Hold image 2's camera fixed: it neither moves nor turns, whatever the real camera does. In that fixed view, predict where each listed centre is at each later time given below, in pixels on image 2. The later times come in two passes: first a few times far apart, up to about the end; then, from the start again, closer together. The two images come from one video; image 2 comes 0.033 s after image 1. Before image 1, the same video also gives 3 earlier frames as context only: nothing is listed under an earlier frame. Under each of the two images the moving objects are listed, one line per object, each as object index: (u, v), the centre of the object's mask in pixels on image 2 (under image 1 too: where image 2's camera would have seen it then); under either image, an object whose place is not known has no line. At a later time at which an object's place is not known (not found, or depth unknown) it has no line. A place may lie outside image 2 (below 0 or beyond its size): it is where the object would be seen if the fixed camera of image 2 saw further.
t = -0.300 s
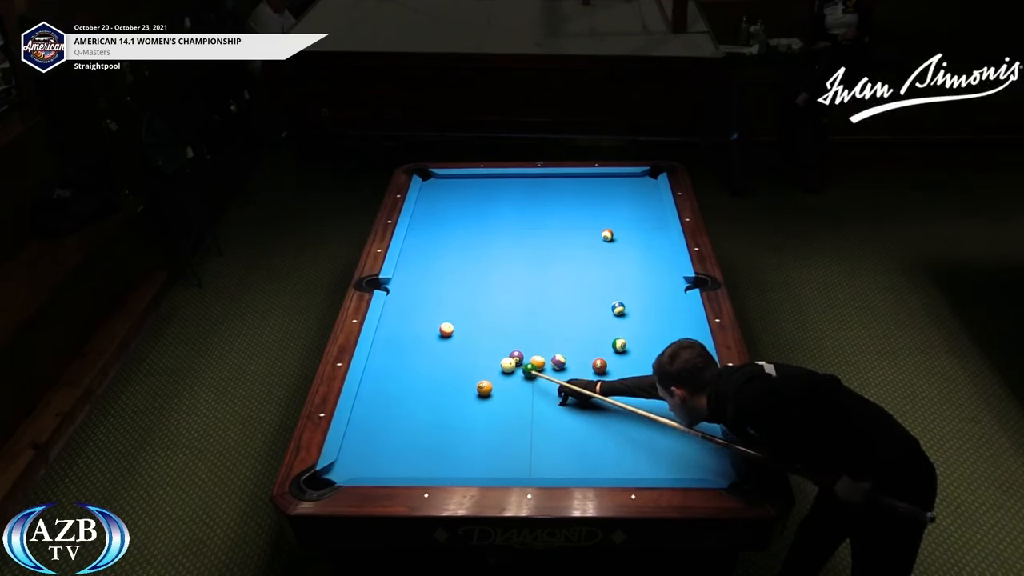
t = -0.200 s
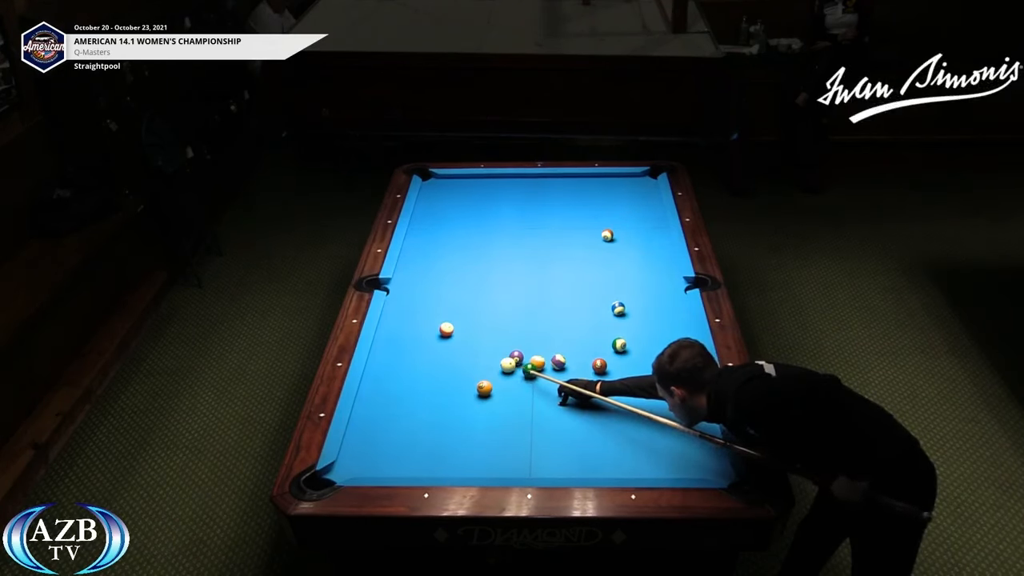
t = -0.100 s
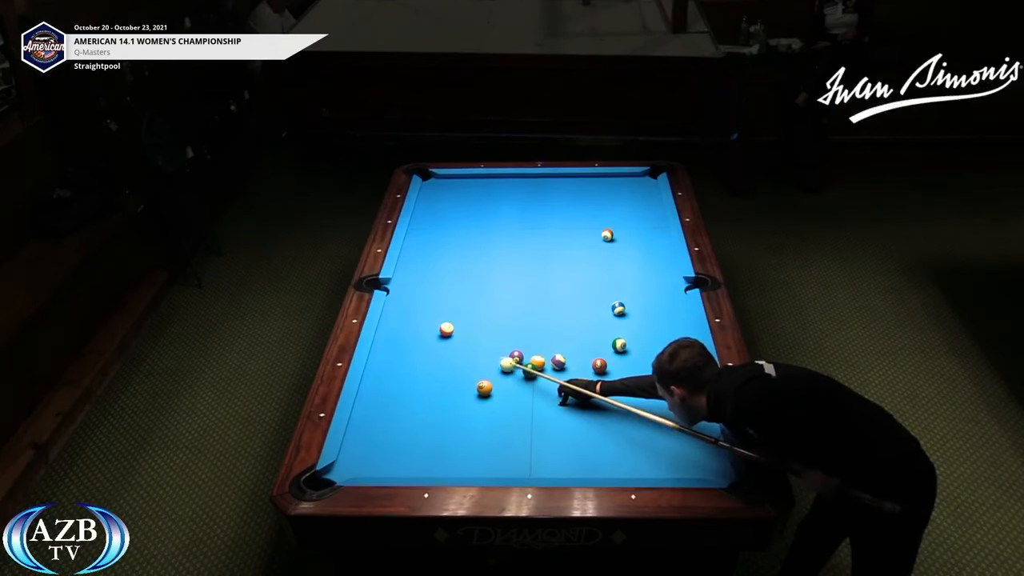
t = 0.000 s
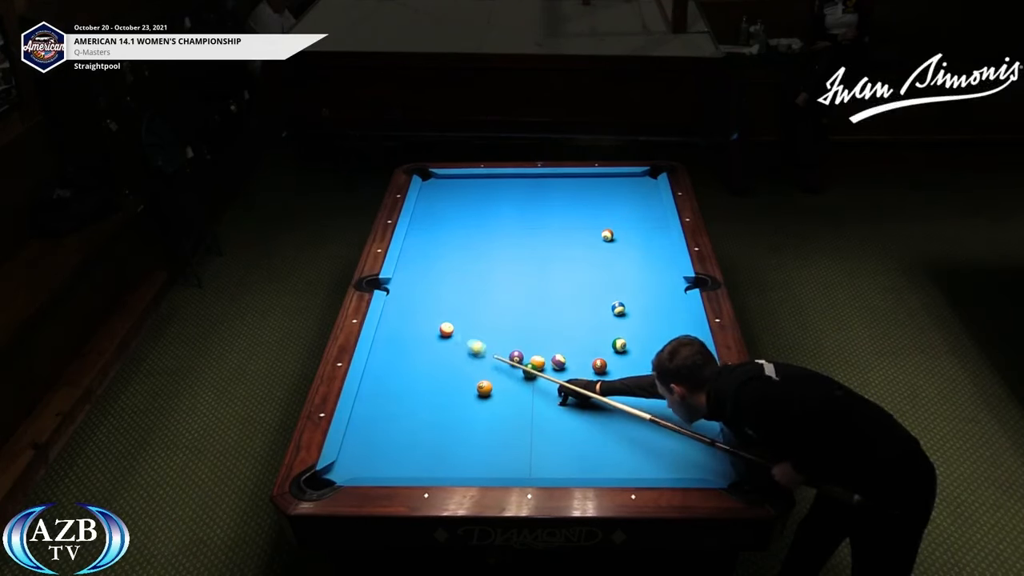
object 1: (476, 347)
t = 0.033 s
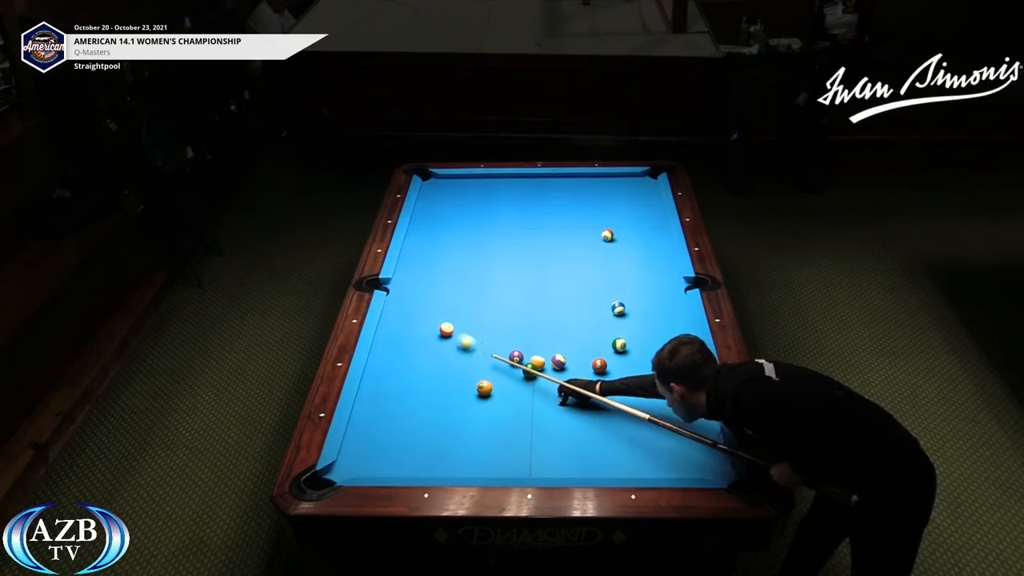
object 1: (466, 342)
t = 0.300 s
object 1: (436, 334)
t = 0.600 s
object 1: (406, 327)
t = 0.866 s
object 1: (387, 321)
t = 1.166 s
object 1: (404, 317)
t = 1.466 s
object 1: (420, 314)
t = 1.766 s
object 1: (433, 311)
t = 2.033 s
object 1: (444, 308)
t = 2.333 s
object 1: (454, 306)
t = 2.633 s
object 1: (463, 304)
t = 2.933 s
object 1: (469, 302)
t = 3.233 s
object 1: (475, 301)
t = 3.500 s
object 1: (479, 301)
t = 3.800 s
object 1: (481, 300)
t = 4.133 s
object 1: (483, 300)
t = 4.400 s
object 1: (482, 300)
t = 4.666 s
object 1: (482, 300)
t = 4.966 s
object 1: (482, 300)
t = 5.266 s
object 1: (482, 300)
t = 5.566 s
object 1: (482, 300)
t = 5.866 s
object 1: (482, 300)
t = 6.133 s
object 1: (482, 300)
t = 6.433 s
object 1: (482, 300)
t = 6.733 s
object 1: (482, 300)
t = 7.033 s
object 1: (482, 300)
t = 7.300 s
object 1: (482, 300)
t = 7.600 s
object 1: (482, 300)
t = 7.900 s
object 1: (482, 300)
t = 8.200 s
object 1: (482, 300)
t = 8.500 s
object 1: (482, 300)
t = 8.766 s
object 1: (482, 300)
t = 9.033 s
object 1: (482, 300)
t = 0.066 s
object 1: (457, 337)
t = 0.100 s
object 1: (453, 336)
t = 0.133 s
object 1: (451, 336)
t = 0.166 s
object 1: (448, 336)
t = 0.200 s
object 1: (446, 336)
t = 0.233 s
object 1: (443, 335)
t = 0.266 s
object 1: (439, 335)
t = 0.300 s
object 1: (436, 334)
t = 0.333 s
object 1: (432, 333)
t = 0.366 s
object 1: (429, 332)
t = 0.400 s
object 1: (426, 332)
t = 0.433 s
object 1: (422, 331)
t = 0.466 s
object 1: (419, 330)
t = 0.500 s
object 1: (416, 329)
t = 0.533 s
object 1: (413, 328)
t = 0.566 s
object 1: (409, 328)
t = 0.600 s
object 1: (406, 327)
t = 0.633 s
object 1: (403, 326)
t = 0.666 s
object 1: (400, 325)
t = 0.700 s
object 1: (397, 325)
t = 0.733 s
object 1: (393, 324)
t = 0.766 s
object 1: (390, 323)
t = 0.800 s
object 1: (387, 322)
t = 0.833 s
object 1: (385, 322)
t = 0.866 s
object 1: (387, 321)
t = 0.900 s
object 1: (389, 321)
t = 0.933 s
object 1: (391, 321)
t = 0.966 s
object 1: (393, 320)
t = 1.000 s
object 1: (395, 319)
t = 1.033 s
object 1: (397, 319)
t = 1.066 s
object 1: (399, 318)
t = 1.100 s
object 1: (401, 318)
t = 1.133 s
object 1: (403, 318)
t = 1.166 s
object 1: (404, 317)
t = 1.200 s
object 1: (406, 317)
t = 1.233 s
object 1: (408, 317)
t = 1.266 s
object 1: (410, 316)
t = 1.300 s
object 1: (412, 316)
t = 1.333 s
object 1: (413, 315)
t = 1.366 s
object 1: (415, 315)
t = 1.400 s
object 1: (416, 315)
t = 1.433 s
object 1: (418, 314)
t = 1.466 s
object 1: (420, 314)
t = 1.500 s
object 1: (421, 314)
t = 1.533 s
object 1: (423, 313)
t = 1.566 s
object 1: (424, 313)
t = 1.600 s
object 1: (426, 312)
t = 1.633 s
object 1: (427, 312)
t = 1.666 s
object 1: (429, 312)
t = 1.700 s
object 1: (430, 311)
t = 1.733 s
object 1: (432, 311)
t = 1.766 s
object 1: (433, 311)
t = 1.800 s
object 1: (435, 310)
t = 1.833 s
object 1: (436, 310)
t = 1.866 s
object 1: (437, 310)
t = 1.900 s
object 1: (439, 309)
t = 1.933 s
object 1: (440, 309)
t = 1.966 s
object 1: (441, 309)
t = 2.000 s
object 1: (442, 308)
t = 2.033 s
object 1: (444, 308)
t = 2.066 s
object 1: (445, 308)
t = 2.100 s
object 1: (446, 308)
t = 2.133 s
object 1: (447, 307)
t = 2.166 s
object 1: (448, 307)
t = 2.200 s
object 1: (450, 307)
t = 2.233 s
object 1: (451, 307)
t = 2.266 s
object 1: (452, 306)
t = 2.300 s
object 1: (453, 306)
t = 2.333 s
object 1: (454, 306)
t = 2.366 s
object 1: (455, 306)
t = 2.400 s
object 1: (456, 305)
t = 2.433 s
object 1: (457, 305)
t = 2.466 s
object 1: (458, 305)
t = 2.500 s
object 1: (459, 305)
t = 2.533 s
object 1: (460, 305)
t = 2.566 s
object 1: (461, 304)
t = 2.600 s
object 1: (462, 304)
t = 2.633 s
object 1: (463, 304)
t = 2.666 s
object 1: (463, 304)
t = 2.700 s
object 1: (464, 303)
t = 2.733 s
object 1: (465, 303)
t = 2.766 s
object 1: (466, 303)
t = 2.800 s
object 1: (467, 303)
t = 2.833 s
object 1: (467, 303)
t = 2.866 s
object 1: (468, 303)
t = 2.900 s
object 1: (469, 303)
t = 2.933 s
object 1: (469, 302)
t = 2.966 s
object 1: (470, 302)
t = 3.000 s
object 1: (471, 302)
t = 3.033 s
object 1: (471, 302)
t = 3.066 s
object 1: (472, 302)
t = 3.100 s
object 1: (472, 302)
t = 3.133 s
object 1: (473, 302)
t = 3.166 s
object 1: (474, 302)
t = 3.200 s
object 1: (474, 301)
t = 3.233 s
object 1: (475, 301)
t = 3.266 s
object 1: (475, 301)
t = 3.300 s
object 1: (476, 301)
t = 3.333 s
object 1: (476, 301)
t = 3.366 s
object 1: (477, 301)
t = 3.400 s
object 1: (477, 301)
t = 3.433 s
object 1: (478, 301)
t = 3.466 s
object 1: (478, 301)
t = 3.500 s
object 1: (479, 301)
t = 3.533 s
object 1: (479, 301)
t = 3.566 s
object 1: (479, 300)
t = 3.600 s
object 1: (479, 301)
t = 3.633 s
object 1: (480, 300)
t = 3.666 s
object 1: (480, 300)
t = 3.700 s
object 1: (480, 300)
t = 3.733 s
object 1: (480, 300)
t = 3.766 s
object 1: (481, 300)
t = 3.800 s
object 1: (481, 300)
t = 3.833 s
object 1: (481, 300)
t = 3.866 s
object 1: (481, 300)
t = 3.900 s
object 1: (482, 300)
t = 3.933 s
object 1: (482, 300)
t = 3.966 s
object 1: (481, 300)
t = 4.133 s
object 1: (483, 300)
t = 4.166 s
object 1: (482, 300)
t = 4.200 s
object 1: (482, 300)
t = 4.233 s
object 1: (483, 300)
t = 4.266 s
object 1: (483, 300)
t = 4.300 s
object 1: (483, 300)
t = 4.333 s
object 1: (482, 300)
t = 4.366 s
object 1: (482, 300)
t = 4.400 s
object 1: (482, 300)
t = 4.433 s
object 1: (482, 300)
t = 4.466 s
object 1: (482, 300)
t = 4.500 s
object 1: (482, 300)
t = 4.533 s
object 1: (482, 300)
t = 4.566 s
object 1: (482, 300)
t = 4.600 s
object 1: (482, 300)
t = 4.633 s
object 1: (482, 300)
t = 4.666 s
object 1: (482, 300)
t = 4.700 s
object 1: (482, 300)
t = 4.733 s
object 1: (482, 300)
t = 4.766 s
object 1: (482, 300)
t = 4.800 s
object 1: (482, 300)
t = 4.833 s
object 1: (482, 300)
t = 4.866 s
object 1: (482, 300)
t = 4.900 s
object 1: (482, 300)
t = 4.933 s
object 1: (482, 300)
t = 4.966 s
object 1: (482, 300)
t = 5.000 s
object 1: (482, 300)
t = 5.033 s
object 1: (482, 300)
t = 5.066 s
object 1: (482, 300)
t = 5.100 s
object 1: (482, 300)
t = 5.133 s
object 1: (482, 300)
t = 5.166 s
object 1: (482, 300)
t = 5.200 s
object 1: (482, 300)
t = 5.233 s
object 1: (482, 300)
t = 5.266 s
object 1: (482, 300)
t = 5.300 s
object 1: (482, 300)
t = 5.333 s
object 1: (482, 300)
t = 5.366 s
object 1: (482, 300)
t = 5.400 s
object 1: (482, 300)
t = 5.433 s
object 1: (482, 300)
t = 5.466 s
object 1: (482, 300)
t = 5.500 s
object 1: (482, 300)
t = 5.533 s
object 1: (482, 300)
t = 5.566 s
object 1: (482, 300)
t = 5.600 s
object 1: (482, 300)
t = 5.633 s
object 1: (482, 300)
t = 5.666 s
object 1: (482, 300)
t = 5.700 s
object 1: (482, 300)
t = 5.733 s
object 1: (482, 300)
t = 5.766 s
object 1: (482, 300)
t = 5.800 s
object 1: (482, 300)
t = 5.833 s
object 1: (482, 300)
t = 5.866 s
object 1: (482, 300)
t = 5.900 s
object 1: (482, 300)
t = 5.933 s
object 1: (482, 300)
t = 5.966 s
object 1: (482, 300)
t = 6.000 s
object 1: (482, 300)
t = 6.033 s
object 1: (482, 300)
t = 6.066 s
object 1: (482, 300)
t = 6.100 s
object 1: (482, 300)
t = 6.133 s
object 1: (482, 300)
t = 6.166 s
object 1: (482, 300)
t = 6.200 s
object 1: (482, 300)
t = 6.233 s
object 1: (482, 300)
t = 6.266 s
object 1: (482, 300)
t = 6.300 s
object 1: (482, 300)
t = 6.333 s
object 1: (482, 300)
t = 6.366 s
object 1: (482, 300)
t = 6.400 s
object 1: (482, 300)
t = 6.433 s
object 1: (482, 300)
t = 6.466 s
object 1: (482, 300)
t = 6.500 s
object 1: (482, 300)
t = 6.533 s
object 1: (482, 300)
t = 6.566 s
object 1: (482, 300)
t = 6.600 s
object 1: (482, 300)
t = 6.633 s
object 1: (482, 300)
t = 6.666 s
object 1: (482, 300)
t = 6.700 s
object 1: (482, 300)
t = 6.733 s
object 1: (482, 300)
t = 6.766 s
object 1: (482, 300)
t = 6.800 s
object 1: (482, 300)
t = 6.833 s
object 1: (482, 300)
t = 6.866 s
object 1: (482, 300)
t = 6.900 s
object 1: (482, 300)
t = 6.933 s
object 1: (482, 300)
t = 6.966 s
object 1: (482, 300)
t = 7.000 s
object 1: (482, 300)
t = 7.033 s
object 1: (482, 300)
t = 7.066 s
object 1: (482, 300)
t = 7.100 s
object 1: (482, 300)
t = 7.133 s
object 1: (482, 300)
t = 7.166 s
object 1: (482, 300)
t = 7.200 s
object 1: (482, 300)
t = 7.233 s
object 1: (482, 300)
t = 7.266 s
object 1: (482, 300)
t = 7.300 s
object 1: (482, 300)
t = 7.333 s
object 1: (482, 300)
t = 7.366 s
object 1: (482, 300)
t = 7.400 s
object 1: (482, 300)
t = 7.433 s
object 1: (482, 300)
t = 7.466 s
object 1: (482, 300)
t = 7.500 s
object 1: (482, 300)
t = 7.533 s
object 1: (482, 300)
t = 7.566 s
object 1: (482, 300)
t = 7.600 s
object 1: (482, 300)
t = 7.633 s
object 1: (482, 300)
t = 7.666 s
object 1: (482, 300)
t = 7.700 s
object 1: (482, 300)
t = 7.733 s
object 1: (482, 300)
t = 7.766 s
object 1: (482, 300)
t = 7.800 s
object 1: (482, 300)
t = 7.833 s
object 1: (482, 300)
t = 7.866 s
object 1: (482, 300)
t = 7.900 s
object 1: (482, 300)
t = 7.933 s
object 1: (482, 300)
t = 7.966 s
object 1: (482, 300)
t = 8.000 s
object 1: (482, 300)
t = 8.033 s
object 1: (482, 300)
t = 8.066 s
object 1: (482, 300)
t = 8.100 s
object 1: (482, 300)
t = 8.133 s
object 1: (482, 300)
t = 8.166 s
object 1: (482, 300)
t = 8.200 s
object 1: (482, 300)
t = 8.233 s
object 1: (482, 300)
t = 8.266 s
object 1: (482, 300)
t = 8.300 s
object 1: (482, 300)
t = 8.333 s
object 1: (482, 300)
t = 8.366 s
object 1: (482, 300)
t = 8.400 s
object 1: (482, 300)
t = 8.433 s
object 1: (482, 300)
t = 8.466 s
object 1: (482, 300)
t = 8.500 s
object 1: (482, 300)
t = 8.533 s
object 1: (482, 300)
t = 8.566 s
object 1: (482, 300)
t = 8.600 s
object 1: (482, 300)
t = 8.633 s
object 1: (482, 300)
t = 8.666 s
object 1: (482, 300)
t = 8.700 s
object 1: (482, 300)
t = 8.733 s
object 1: (482, 300)
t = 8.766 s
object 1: (482, 300)
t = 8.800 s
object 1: (482, 300)
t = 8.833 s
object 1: (482, 300)
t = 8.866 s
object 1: (482, 300)
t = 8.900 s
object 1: (482, 300)
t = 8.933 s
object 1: (482, 300)
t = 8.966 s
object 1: (482, 300)
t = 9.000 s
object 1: (482, 300)
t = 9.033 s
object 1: (482, 300)
